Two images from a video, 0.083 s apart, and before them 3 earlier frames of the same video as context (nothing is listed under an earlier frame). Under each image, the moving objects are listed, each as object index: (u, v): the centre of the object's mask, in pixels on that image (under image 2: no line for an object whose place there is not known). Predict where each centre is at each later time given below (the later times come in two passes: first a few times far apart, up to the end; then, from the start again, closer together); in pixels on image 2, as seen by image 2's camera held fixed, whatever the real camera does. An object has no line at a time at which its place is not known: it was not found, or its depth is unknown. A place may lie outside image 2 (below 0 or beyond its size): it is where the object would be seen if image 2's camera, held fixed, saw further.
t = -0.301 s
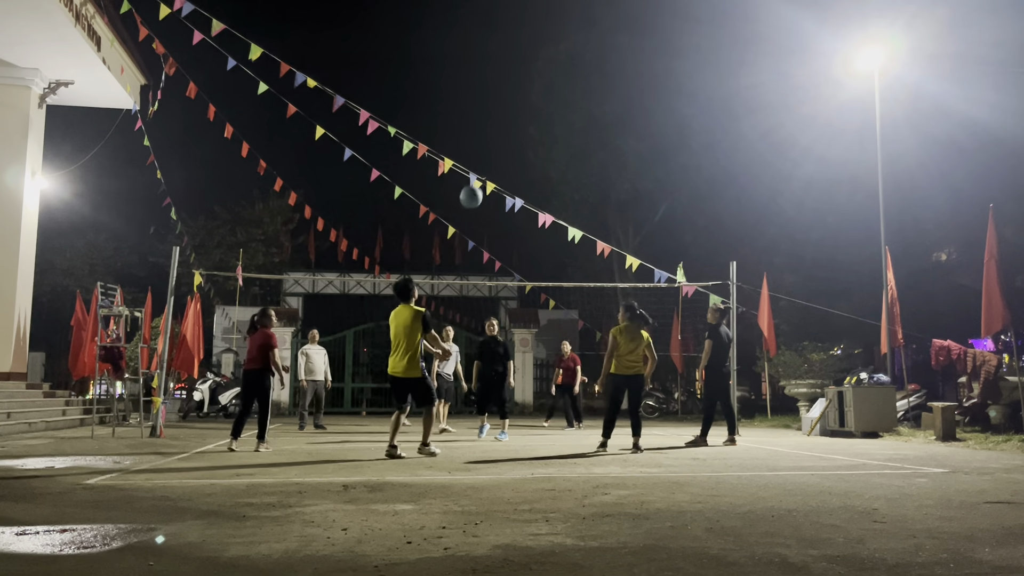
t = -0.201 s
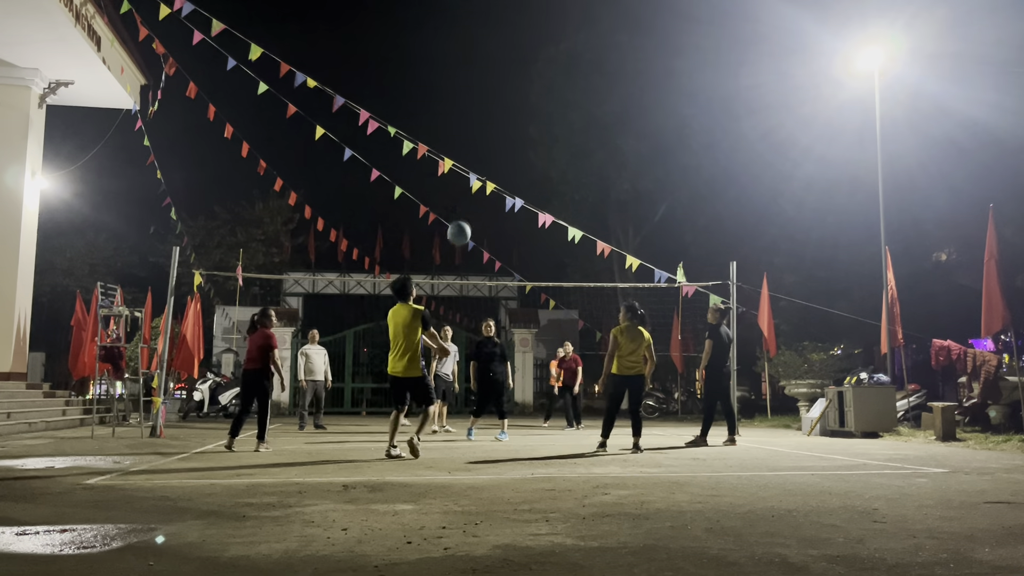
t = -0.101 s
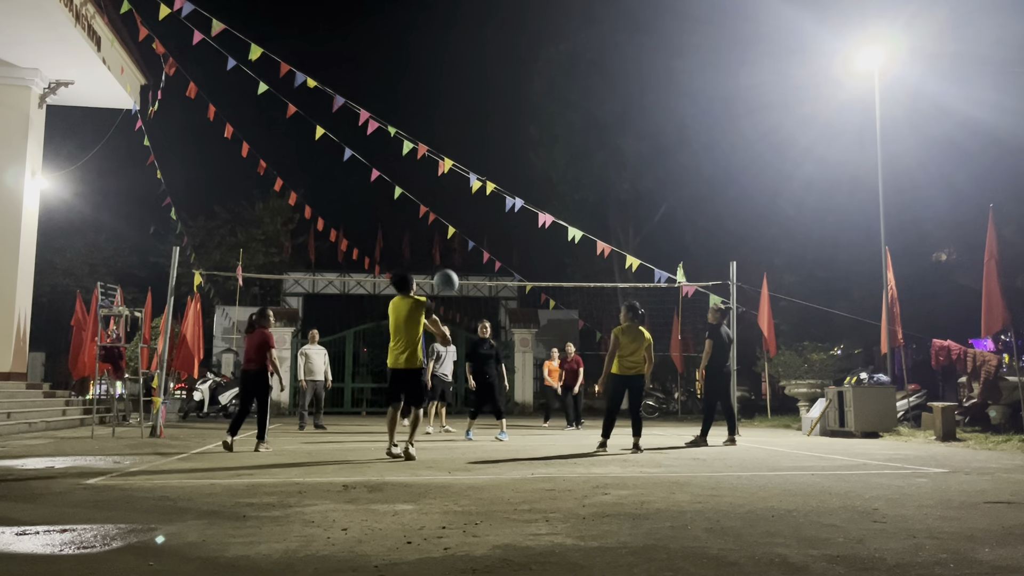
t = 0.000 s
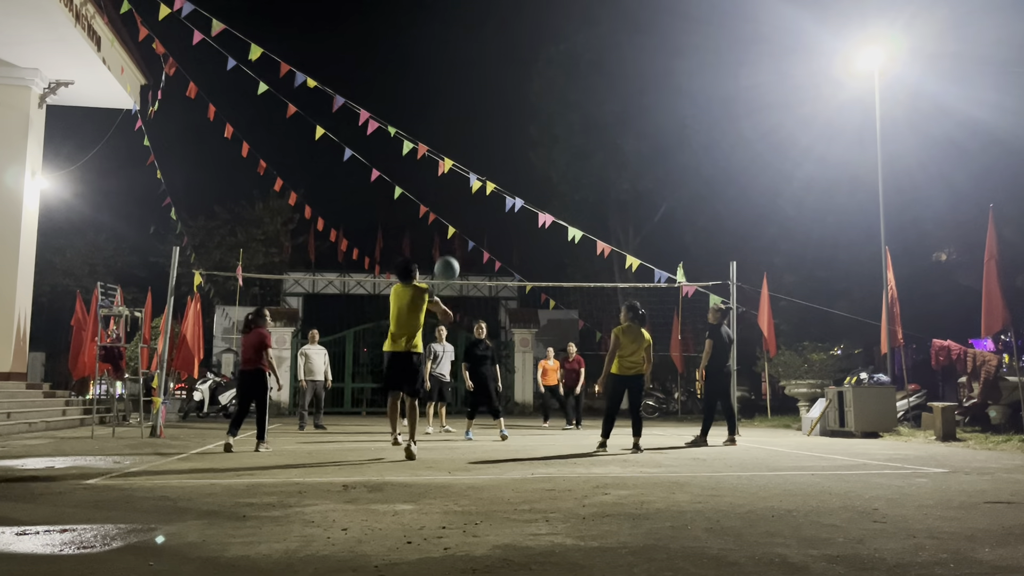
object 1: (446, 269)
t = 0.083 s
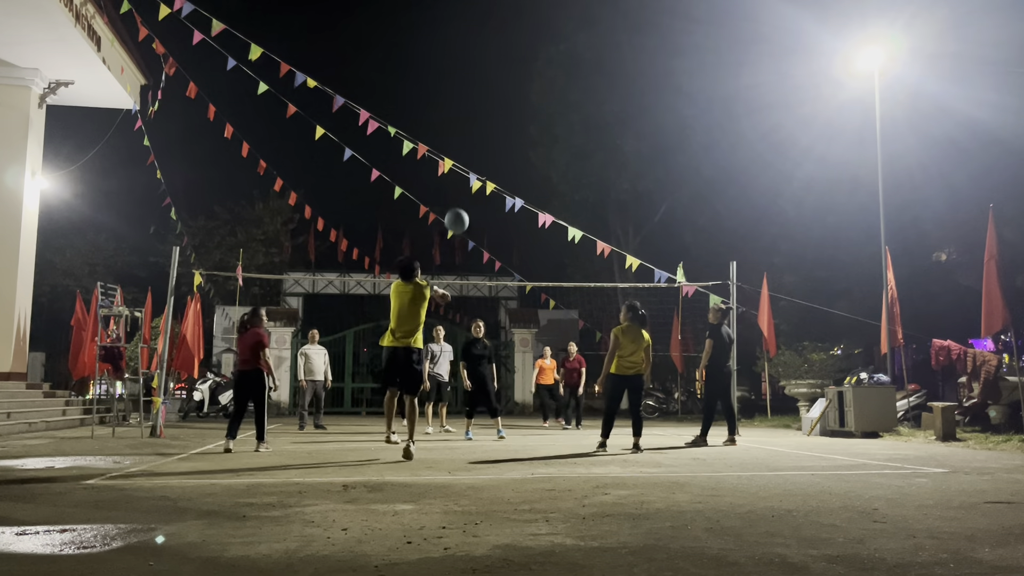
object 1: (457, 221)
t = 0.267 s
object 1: (476, 143)
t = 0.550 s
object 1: (500, 95)
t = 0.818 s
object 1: (520, 112)
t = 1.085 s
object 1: (536, 179)
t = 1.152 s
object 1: (539, 201)
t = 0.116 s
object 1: (460, 203)
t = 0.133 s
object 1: (462, 196)
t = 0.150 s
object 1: (464, 187)
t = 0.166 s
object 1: (466, 180)
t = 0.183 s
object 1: (467, 173)
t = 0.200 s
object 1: (469, 165)
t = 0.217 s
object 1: (471, 159)
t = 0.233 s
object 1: (472, 154)
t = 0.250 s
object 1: (474, 148)
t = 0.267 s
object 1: (476, 143)
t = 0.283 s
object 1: (477, 138)
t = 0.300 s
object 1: (478, 132)
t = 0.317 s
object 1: (480, 129)
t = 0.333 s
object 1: (481, 124)
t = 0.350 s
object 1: (483, 120)
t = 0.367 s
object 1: (484, 117)
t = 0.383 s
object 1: (486, 114)
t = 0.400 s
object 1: (487, 110)
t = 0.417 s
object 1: (489, 108)
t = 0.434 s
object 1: (490, 105)
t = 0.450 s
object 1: (492, 103)
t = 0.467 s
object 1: (493, 101)
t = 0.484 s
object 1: (494, 99)
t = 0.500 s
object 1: (496, 98)
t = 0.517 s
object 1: (497, 97)
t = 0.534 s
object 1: (499, 96)
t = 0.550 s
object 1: (500, 95)
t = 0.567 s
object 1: (501, 94)
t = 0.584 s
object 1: (503, 94)
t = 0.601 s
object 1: (504, 94)
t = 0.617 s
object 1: (506, 94)
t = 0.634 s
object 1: (507, 94)
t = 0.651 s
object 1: (508, 95)
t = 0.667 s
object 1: (509, 96)
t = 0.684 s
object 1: (510, 97)
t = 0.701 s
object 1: (512, 98)
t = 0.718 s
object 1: (513, 99)
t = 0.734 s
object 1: (514, 101)
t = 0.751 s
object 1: (515, 103)
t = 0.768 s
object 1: (517, 105)
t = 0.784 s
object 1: (518, 107)
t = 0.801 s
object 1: (519, 110)
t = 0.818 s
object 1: (520, 112)
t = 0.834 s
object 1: (521, 115)
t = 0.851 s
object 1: (522, 118)
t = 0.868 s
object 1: (523, 122)
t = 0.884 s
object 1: (524, 124)
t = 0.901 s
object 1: (525, 128)
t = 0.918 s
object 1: (526, 132)
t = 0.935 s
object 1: (527, 136)
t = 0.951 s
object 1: (528, 140)
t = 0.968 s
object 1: (529, 145)
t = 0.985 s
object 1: (530, 149)
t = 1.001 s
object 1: (531, 154)
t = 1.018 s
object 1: (532, 159)
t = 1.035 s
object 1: (533, 163)
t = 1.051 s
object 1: (534, 168)
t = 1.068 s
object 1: (535, 174)
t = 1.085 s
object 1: (536, 179)
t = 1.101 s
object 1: (536, 184)
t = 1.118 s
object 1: (537, 191)
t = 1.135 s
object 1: (538, 196)
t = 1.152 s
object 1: (539, 201)
